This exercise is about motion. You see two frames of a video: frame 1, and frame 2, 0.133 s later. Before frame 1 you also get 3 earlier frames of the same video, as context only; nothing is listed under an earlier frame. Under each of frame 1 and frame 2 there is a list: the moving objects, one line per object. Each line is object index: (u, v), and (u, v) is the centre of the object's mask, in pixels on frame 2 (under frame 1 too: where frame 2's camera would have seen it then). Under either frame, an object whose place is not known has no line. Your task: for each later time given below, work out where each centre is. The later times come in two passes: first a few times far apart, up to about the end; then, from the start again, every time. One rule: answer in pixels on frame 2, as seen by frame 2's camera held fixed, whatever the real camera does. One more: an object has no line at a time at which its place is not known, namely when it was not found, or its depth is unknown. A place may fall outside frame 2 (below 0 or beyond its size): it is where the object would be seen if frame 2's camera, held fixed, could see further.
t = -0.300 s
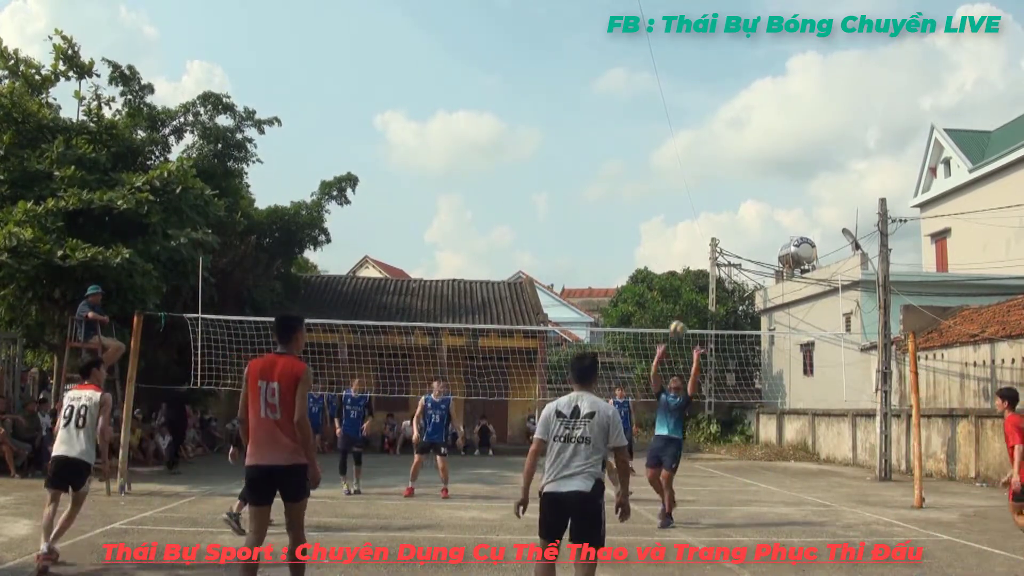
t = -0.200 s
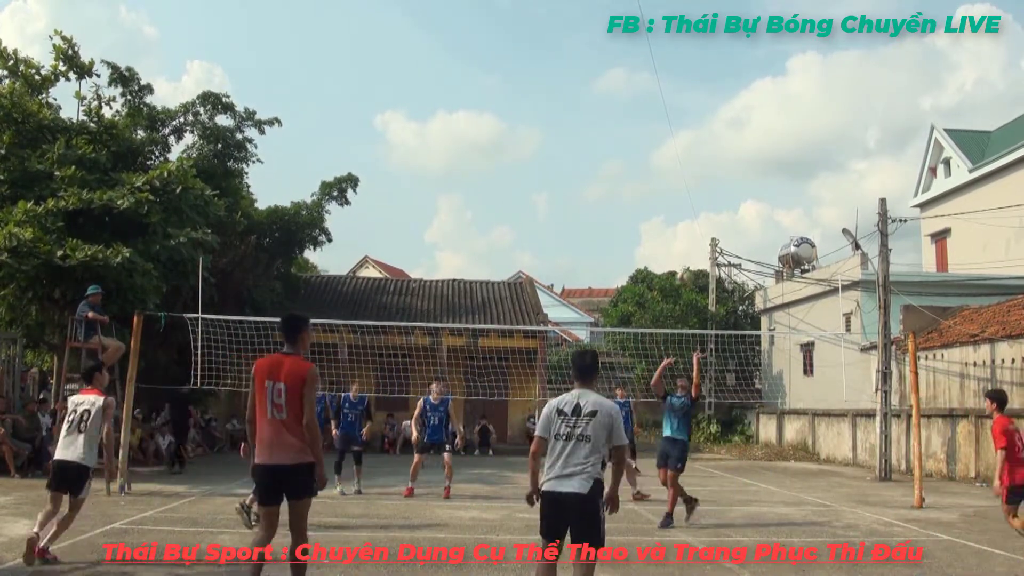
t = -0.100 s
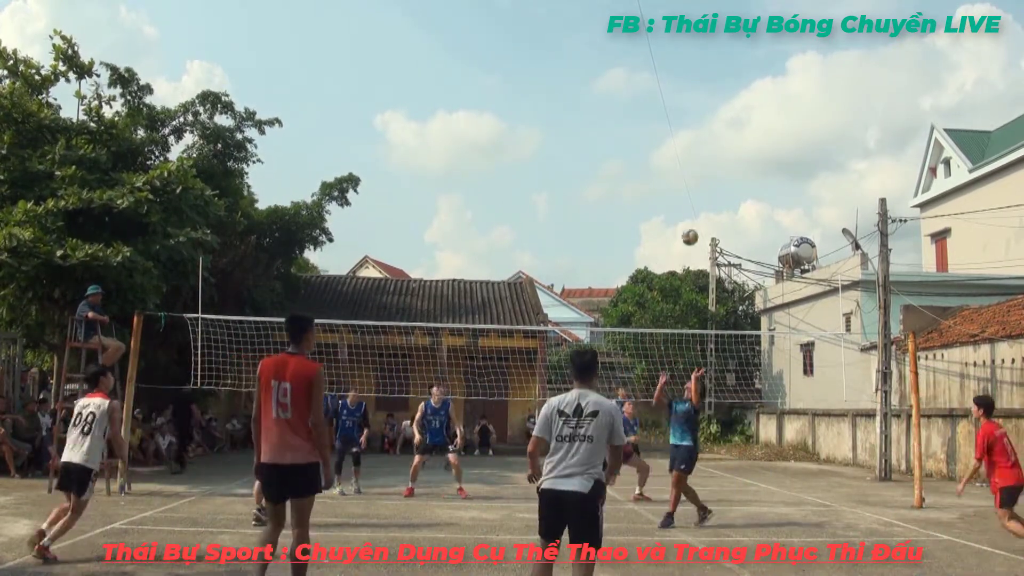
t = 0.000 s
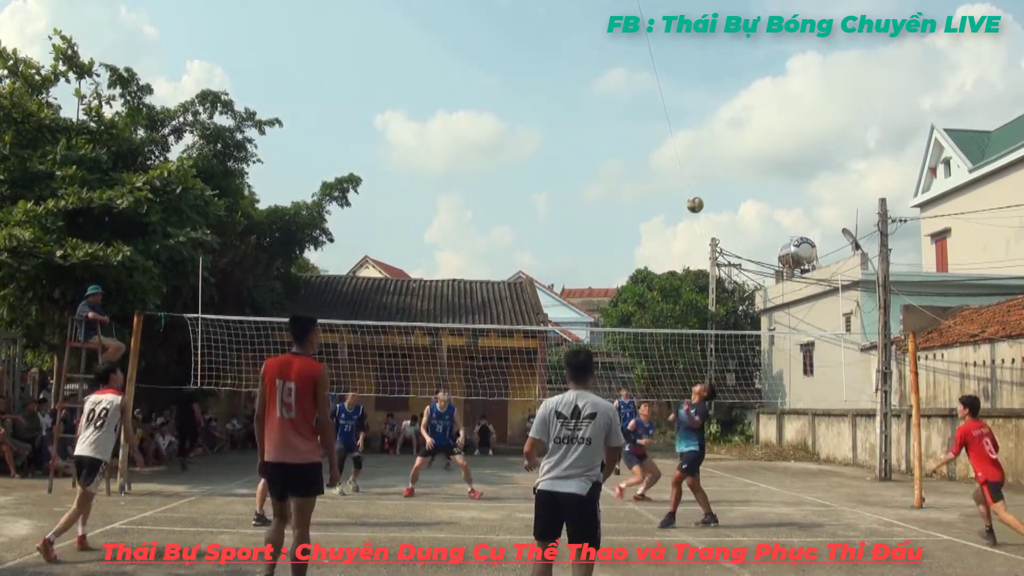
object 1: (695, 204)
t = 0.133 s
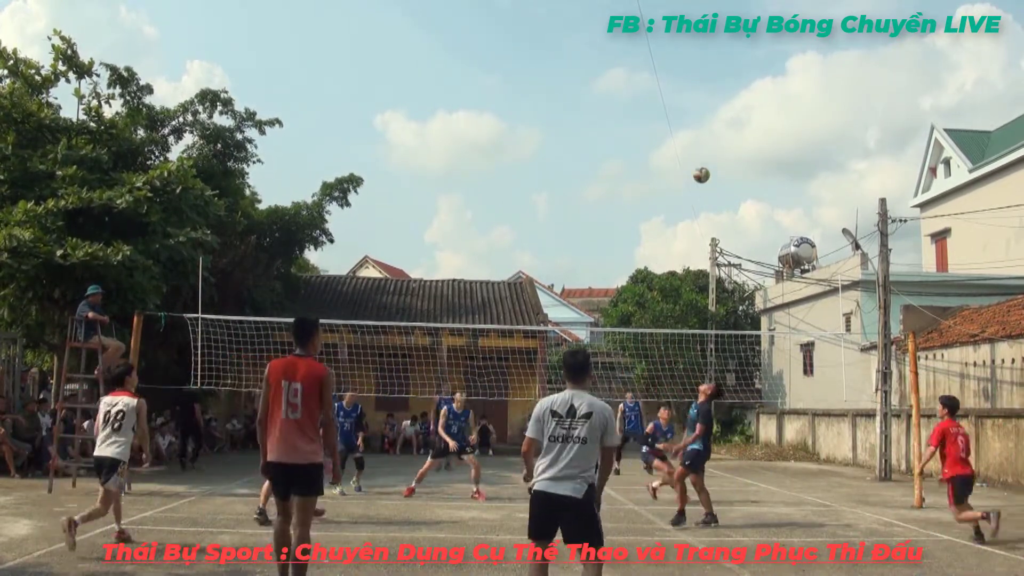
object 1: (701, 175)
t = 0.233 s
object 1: (706, 162)
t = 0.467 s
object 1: (716, 164)
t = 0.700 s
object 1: (725, 204)
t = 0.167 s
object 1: (703, 170)
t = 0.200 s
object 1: (704, 166)
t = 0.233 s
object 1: (706, 162)
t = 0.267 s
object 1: (707, 160)
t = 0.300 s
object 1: (709, 159)
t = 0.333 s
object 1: (710, 158)
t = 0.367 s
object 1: (712, 158)
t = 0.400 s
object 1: (713, 159)
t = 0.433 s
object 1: (714, 161)
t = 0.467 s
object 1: (716, 164)
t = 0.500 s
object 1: (717, 167)
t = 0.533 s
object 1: (718, 172)
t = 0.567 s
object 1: (720, 177)
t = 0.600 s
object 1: (721, 182)
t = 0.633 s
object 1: (723, 189)
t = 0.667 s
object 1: (724, 196)
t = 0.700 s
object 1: (725, 204)
